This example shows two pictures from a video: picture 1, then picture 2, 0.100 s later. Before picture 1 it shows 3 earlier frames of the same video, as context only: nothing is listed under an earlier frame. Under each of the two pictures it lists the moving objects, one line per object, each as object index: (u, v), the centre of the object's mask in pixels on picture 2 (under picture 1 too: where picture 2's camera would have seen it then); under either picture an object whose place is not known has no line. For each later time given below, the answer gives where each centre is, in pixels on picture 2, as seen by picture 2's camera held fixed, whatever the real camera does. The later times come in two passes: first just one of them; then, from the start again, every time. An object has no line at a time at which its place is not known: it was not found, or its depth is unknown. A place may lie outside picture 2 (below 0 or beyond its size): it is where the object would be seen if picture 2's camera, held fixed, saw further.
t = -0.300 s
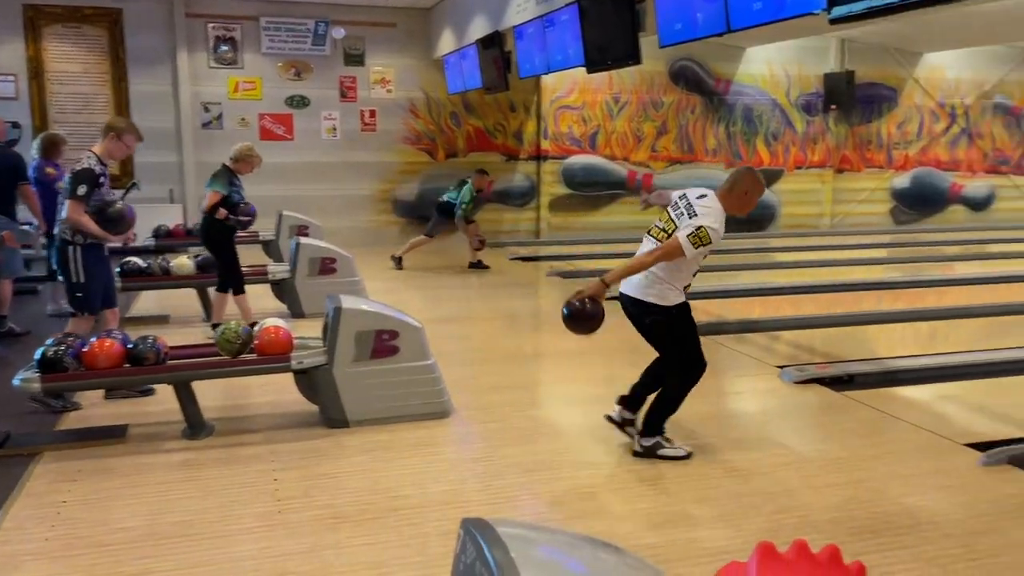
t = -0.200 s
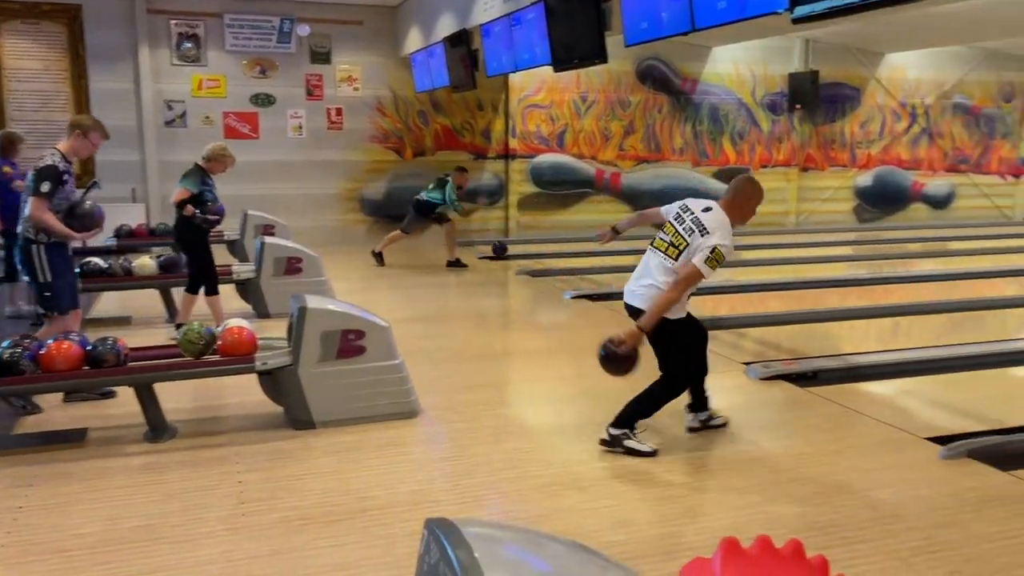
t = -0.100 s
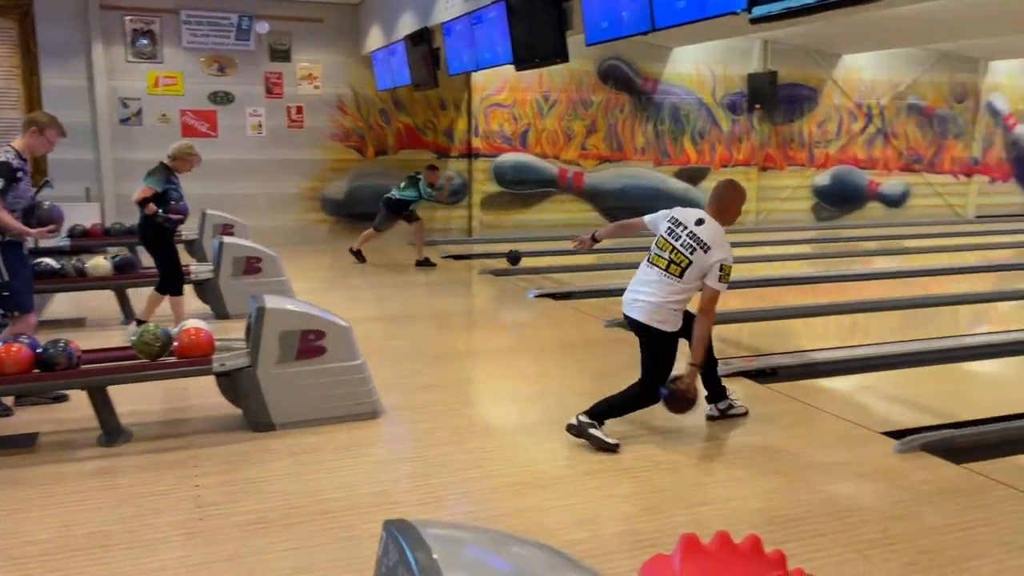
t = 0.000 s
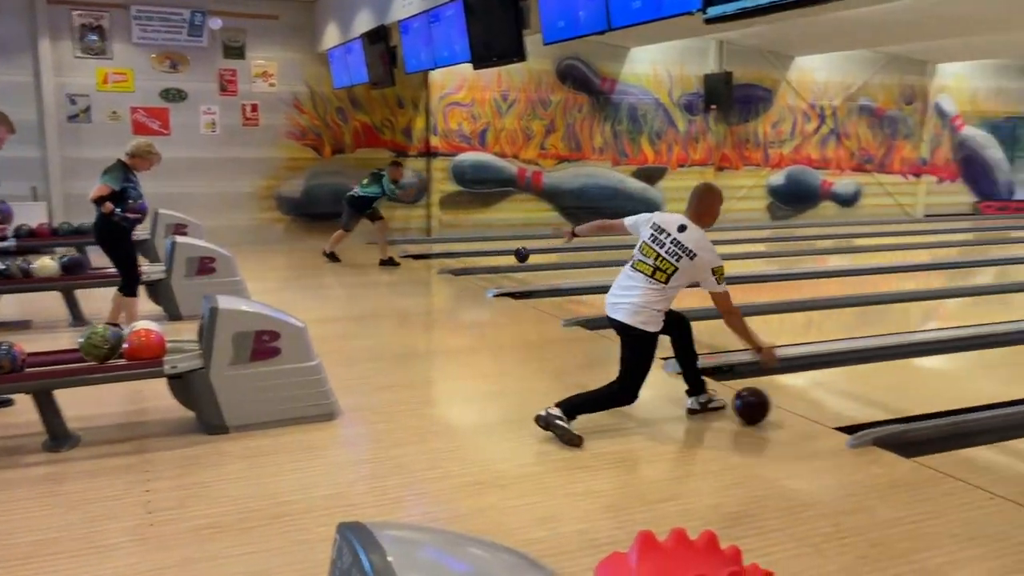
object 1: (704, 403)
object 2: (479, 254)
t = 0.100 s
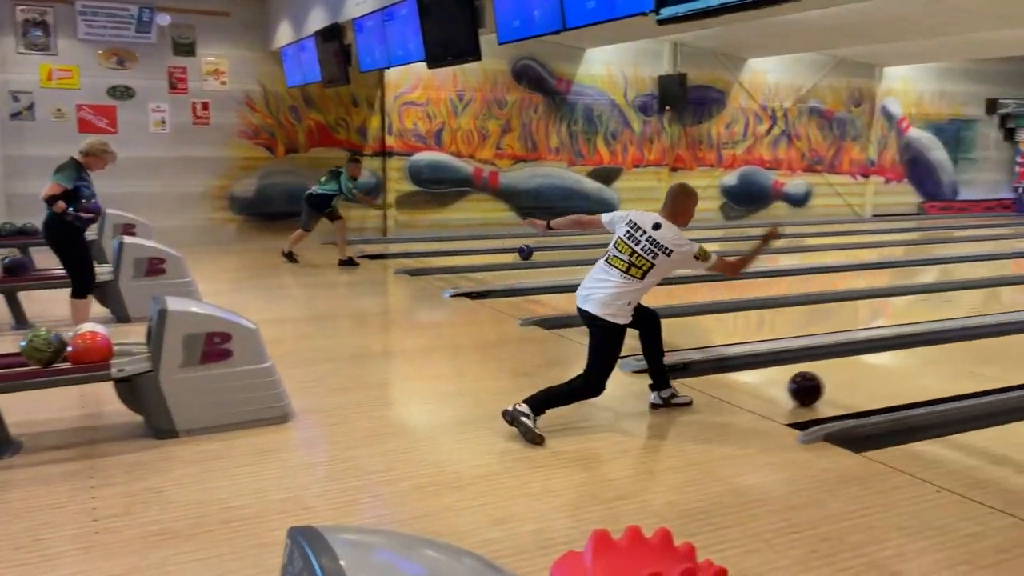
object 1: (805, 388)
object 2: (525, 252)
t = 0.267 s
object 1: (947, 368)
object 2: (597, 249)
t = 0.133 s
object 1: (836, 384)
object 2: (540, 251)
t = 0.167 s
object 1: (864, 380)
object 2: (555, 250)
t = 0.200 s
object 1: (893, 376)
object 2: (569, 250)
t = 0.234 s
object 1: (921, 372)
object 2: (583, 249)
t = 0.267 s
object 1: (947, 368)
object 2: (597, 249)
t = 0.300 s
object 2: (609, 247)
